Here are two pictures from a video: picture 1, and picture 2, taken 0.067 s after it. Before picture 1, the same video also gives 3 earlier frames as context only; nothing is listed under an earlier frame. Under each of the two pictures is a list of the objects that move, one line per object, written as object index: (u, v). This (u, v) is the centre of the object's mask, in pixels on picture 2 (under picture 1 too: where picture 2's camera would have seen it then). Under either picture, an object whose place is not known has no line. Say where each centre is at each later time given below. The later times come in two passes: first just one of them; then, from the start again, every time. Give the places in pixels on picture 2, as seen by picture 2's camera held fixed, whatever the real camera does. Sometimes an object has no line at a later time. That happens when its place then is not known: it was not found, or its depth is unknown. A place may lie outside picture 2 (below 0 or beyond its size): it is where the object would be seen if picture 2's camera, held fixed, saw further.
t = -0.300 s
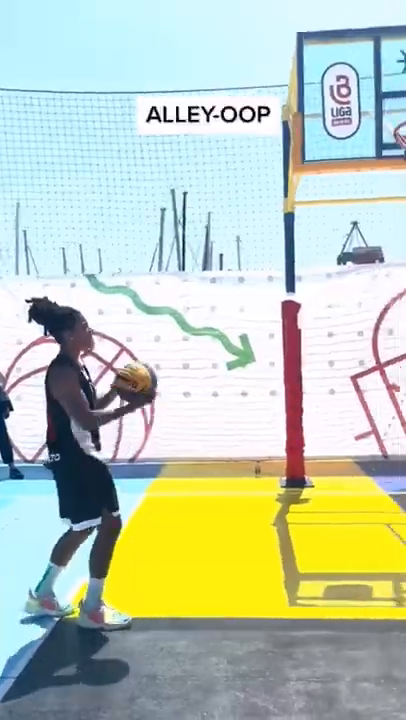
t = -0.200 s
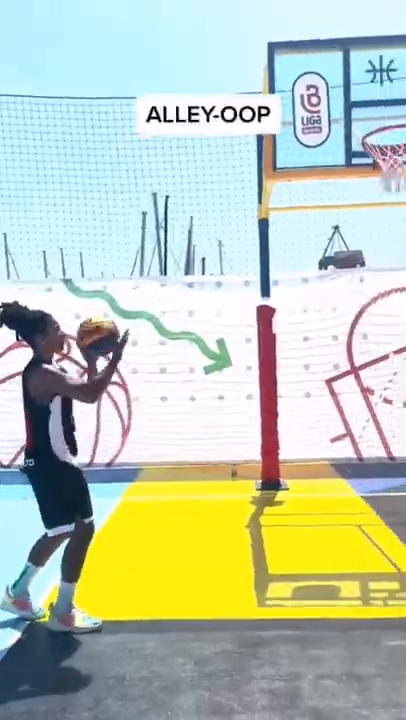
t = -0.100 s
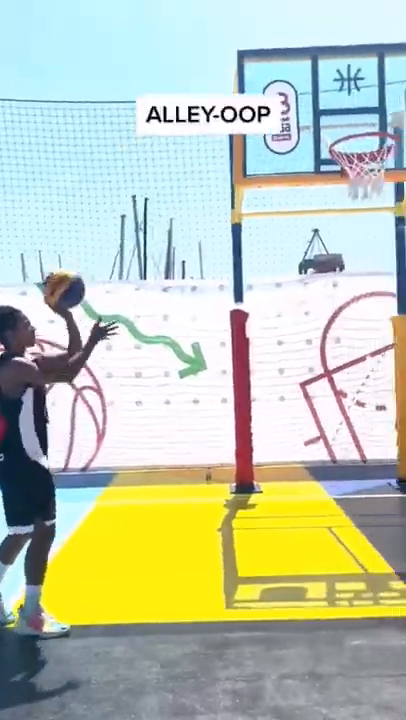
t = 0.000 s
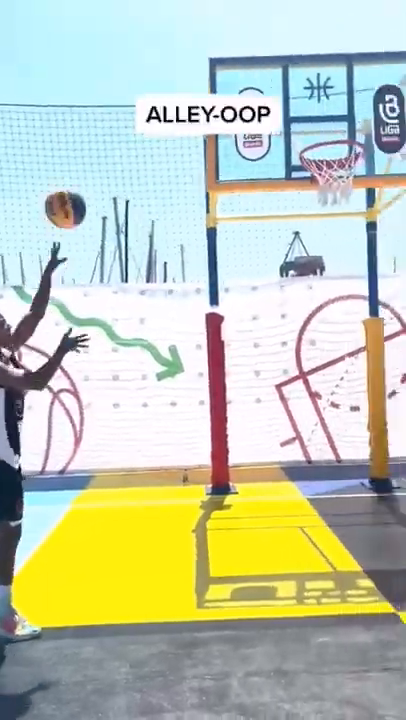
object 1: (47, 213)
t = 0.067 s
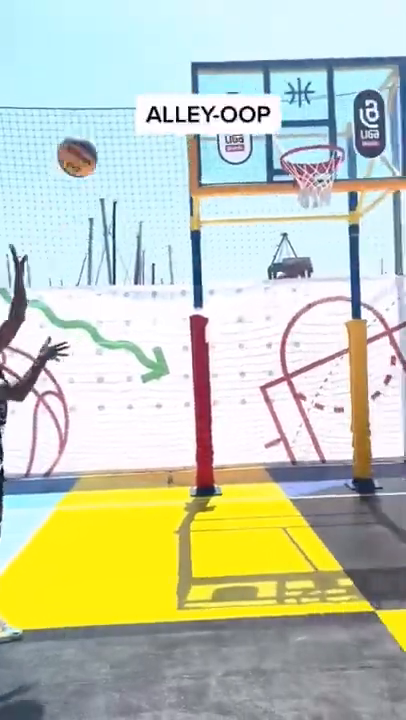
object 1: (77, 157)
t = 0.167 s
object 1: (118, 94)
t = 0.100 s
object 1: (91, 134)
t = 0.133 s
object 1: (105, 113)
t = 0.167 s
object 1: (118, 94)
